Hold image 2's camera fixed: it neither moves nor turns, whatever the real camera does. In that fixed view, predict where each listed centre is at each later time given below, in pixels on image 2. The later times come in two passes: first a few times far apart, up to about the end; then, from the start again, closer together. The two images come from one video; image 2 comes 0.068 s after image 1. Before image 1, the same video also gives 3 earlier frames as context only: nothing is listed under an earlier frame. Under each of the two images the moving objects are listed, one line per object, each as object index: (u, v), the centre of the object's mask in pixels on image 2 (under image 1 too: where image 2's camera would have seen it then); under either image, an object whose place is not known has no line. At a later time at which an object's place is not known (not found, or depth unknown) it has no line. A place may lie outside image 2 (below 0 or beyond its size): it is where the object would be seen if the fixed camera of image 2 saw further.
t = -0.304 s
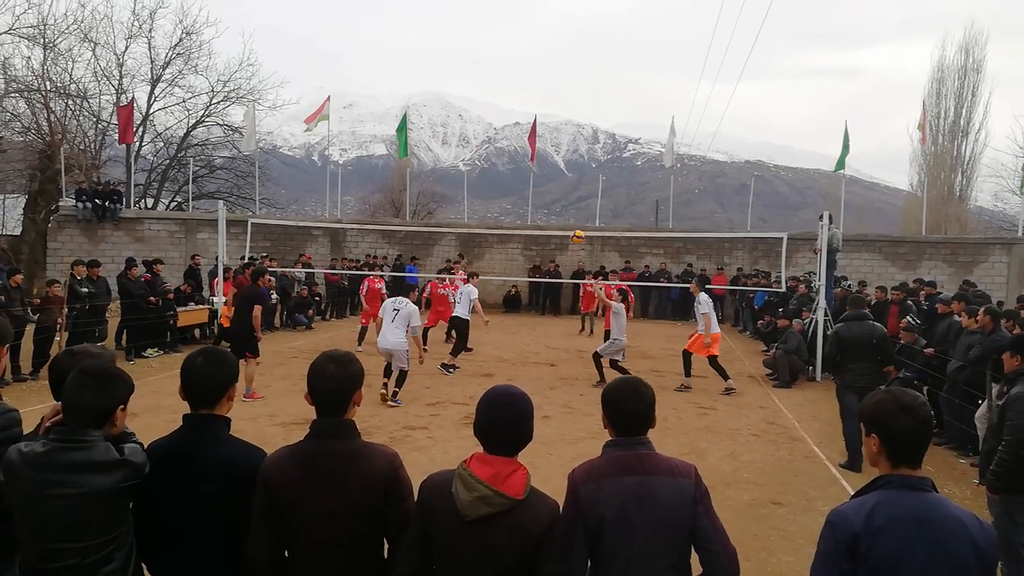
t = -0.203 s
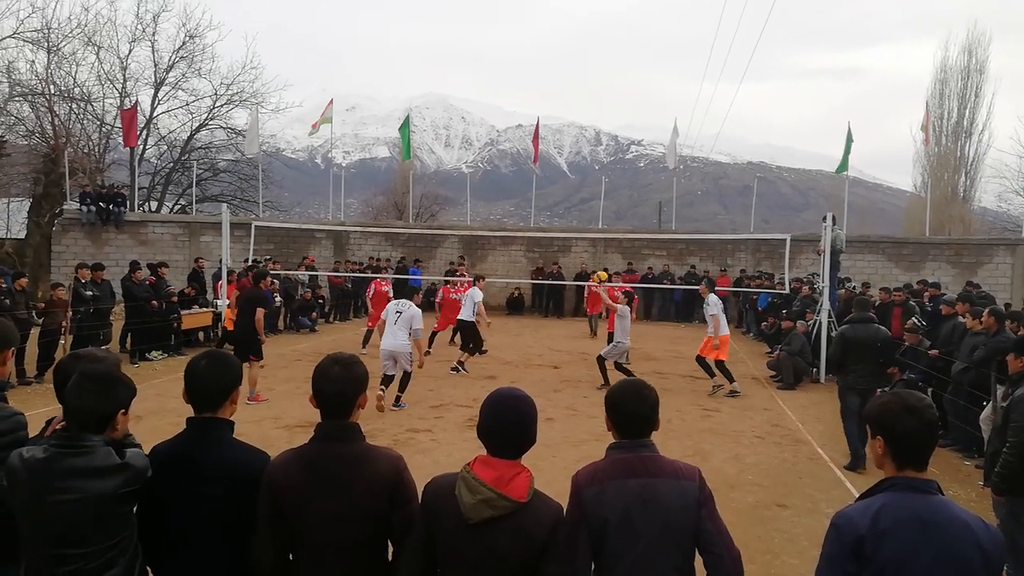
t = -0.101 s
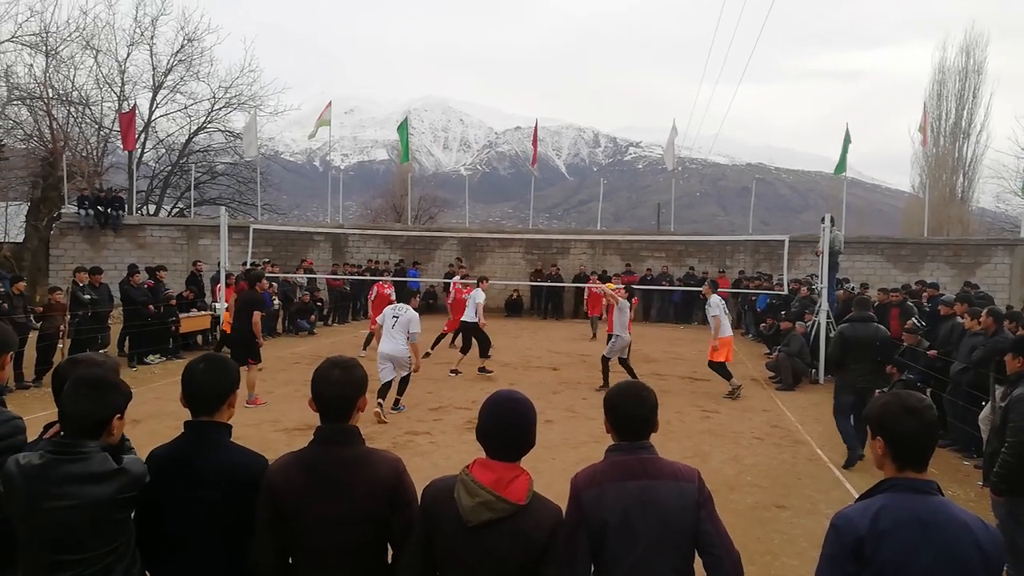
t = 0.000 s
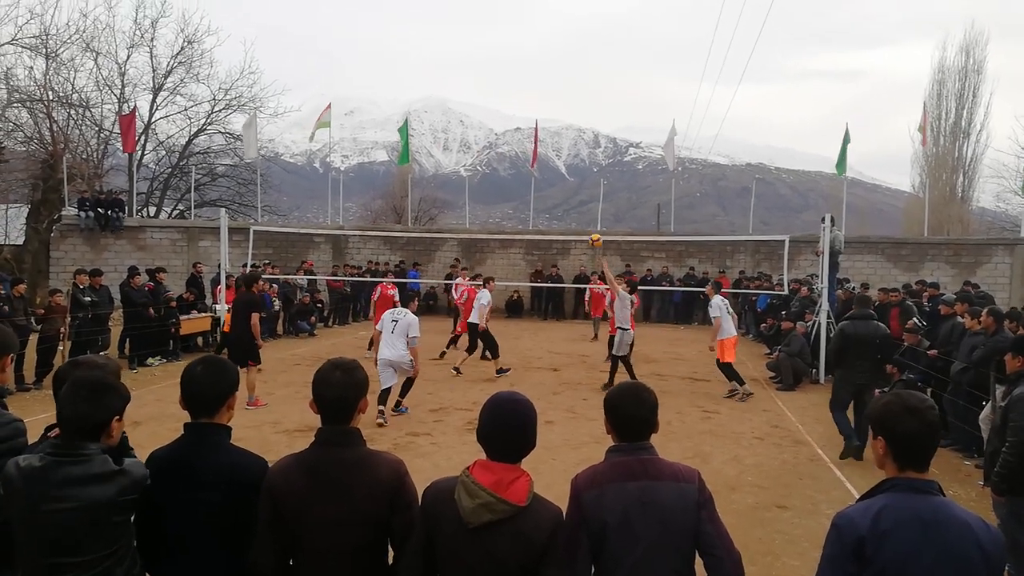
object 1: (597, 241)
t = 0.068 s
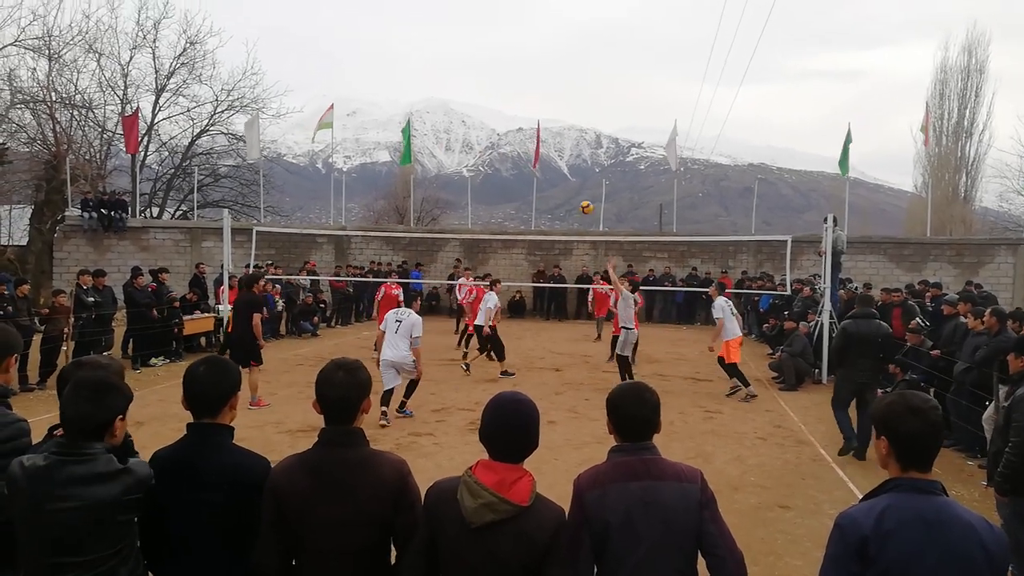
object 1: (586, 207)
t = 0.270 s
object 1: (552, 128)
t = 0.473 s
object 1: (519, 77)
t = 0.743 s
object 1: (475, 51)
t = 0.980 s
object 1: (438, 67)
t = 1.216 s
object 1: (403, 113)
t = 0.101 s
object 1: (580, 192)
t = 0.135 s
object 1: (574, 177)
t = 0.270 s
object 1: (552, 128)
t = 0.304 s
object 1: (547, 118)
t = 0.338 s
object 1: (541, 108)
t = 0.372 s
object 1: (536, 99)
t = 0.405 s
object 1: (530, 90)
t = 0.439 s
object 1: (524, 83)
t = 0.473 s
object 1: (519, 77)
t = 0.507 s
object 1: (514, 71)
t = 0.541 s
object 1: (508, 66)
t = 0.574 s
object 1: (503, 62)
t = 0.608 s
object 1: (497, 58)
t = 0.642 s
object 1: (492, 55)
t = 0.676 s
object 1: (486, 54)
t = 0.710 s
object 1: (480, 52)
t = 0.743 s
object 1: (475, 51)
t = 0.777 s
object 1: (470, 51)
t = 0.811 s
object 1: (464, 52)
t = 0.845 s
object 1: (459, 54)
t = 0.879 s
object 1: (454, 56)
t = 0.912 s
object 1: (449, 59)
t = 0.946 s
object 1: (443, 62)
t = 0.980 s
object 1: (438, 67)
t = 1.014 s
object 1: (433, 71)
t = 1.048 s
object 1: (428, 77)
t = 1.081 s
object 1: (422, 82)
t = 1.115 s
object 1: (417, 89)
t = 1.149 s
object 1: (412, 96)
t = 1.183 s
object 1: (407, 104)
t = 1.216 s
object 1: (403, 113)
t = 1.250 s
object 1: (398, 122)
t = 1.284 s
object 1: (393, 132)
